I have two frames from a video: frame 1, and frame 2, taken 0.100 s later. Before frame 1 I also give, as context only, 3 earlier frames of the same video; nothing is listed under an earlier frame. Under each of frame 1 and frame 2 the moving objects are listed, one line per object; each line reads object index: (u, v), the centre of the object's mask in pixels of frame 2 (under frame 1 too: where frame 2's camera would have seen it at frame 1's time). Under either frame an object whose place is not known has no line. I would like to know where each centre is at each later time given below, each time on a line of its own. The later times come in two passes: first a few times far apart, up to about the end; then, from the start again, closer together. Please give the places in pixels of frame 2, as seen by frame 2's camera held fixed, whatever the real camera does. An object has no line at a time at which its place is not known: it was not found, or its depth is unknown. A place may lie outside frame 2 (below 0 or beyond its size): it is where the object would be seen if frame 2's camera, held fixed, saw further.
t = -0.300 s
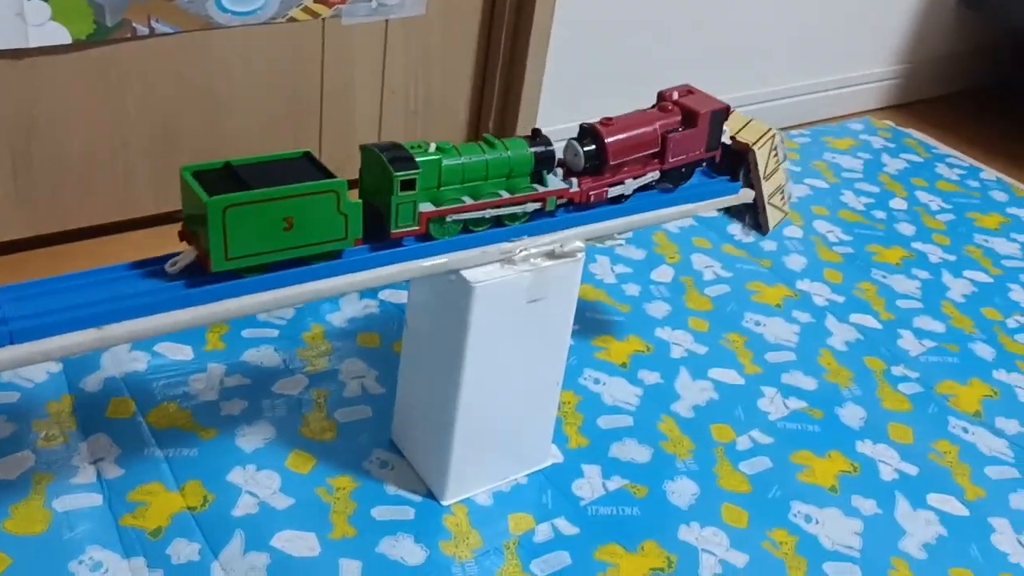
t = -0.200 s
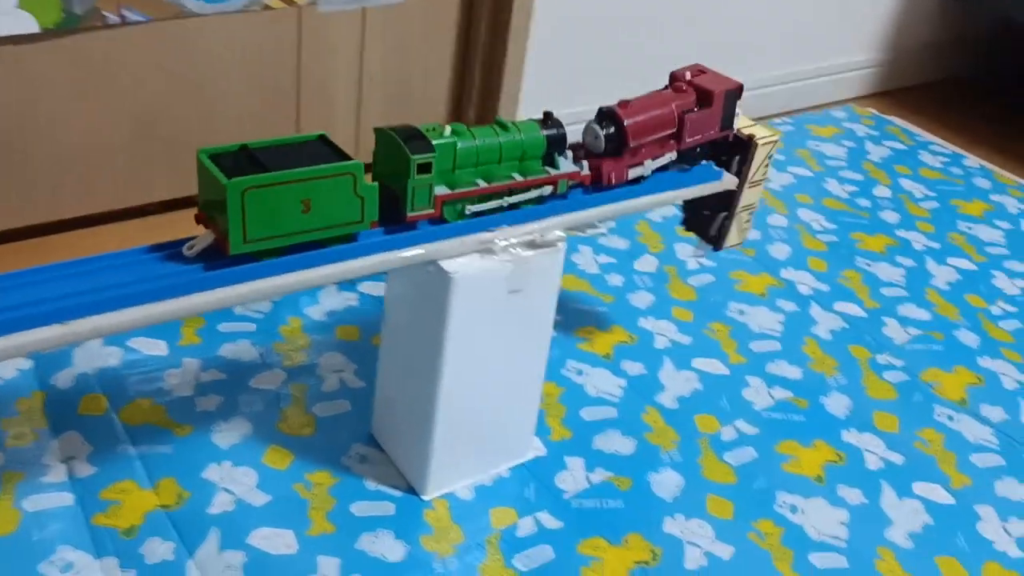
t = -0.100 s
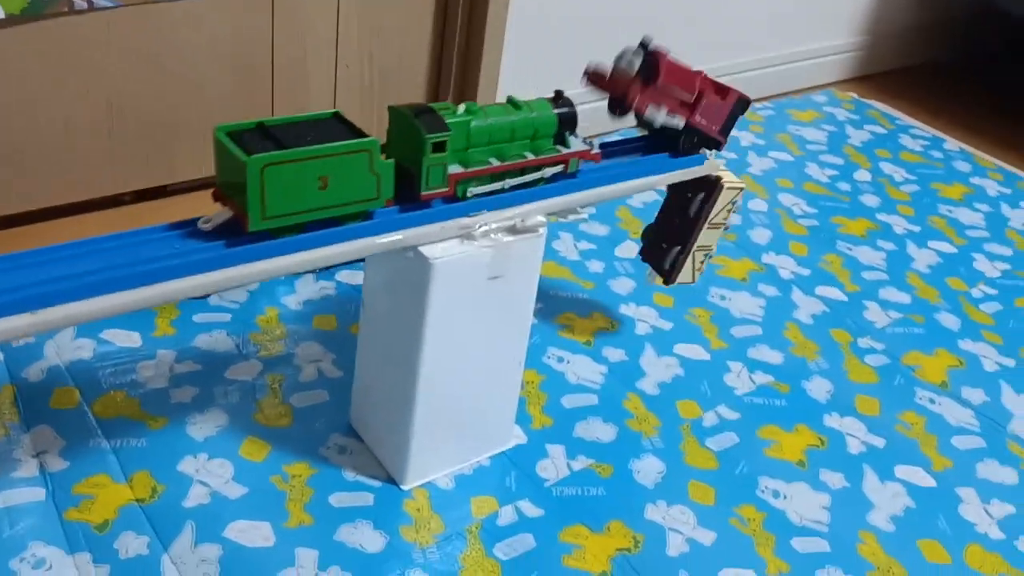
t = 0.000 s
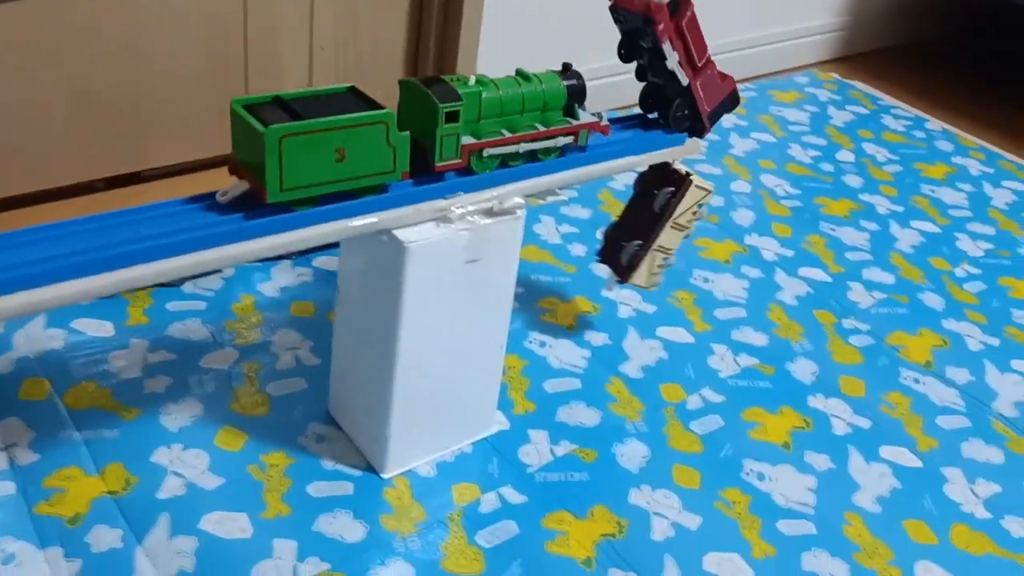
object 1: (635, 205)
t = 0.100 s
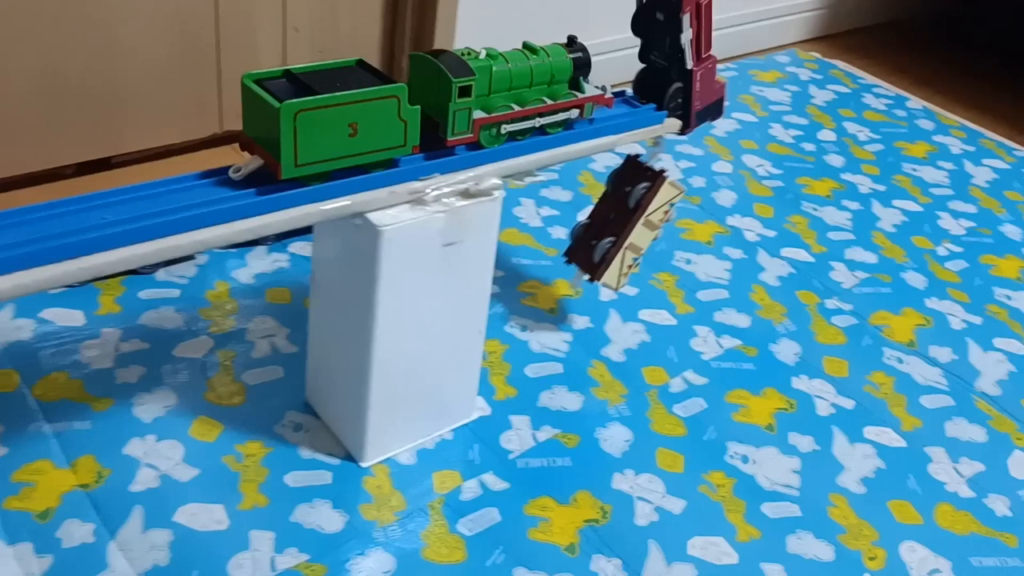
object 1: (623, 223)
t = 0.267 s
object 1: (620, 258)
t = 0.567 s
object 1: (570, 302)
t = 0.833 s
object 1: (567, 303)
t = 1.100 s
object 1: (598, 317)
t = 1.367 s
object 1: (600, 328)
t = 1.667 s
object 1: (600, 328)
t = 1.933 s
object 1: (601, 328)
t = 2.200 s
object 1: (600, 328)
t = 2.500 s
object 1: (600, 328)
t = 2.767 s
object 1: (600, 328)
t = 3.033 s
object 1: (600, 328)
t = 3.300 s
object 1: (600, 328)
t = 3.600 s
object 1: (600, 328)
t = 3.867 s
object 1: (600, 328)
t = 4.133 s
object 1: (600, 328)
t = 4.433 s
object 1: (600, 328)
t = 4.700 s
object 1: (600, 328)
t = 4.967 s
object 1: (600, 328)
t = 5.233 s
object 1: (600, 328)
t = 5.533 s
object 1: (600, 328)
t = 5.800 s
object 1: (600, 328)
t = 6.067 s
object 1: (600, 328)
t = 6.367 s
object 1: (600, 328)
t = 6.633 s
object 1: (600, 328)
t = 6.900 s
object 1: (600, 328)
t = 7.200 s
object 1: (600, 328)
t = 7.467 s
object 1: (600, 328)
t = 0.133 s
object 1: (622, 231)
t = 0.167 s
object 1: (623, 231)
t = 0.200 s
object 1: (624, 235)
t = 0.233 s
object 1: (622, 248)
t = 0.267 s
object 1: (620, 258)
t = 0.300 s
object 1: (619, 261)
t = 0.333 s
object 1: (615, 276)
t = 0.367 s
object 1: (607, 278)
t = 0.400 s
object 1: (589, 290)
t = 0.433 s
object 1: (577, 299)
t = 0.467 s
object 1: (573, 301)
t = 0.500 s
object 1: (571, 302)
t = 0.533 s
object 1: (570, 302)
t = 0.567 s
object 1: (570, 302)
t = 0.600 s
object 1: (569, 303)
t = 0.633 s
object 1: (569, 303)
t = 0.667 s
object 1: (569, 303)
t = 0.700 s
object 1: (568, 303)
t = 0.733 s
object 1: (567, 303)
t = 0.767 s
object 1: (567, 303)
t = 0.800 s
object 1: (567, 303)
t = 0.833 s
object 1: (567, 303)
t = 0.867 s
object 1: (564, 305)
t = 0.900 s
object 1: (563, 305)
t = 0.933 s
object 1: (563, 305)
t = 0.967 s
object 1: (566, 304)
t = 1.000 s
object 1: (573, 303)
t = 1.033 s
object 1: (581, 306)
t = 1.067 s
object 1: (592, 309)
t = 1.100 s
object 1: (598, 317)
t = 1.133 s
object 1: (599, 324)
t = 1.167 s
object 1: (601, 329)
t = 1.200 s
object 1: (601, 330)
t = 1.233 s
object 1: (601, 328)
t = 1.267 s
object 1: (601, 328)
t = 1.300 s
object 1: (600, 329)
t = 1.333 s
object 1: (601, 328)
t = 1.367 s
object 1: (600, 328)
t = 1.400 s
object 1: (600, 329)
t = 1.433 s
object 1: (600, 329)
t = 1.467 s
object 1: (600, 329)
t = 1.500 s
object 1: (600, 329)
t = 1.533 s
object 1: (601, 329)
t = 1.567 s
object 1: (601, 329)
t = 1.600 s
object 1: (601, 328)
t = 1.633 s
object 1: (601, 328)
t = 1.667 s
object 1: (600, 328)
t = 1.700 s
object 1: (601, 328)
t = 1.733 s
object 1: (601, 328)
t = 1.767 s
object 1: (601, 328)
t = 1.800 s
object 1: (601, 328)
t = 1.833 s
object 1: (600, 328)
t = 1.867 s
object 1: (601, 328)
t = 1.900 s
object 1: (601, 328)
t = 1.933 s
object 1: (601, 328)
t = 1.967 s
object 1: (601, 328)
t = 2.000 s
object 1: (600, 328)
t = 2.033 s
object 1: (600, 329)
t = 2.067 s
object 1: (601, 328)
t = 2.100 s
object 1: (601, 328)
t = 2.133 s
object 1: (601, 328)
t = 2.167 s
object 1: (600, 329)
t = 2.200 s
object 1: (600, 328)
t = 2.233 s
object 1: (600, 328)
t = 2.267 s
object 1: (600, 328)
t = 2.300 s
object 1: (600, 328)
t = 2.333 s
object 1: (600, 328)
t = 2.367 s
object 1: (600, 328)
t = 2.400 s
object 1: (600, 328)
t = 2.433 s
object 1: (600, 328)
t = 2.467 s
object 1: (600, 328)
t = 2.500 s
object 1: (600, 328)
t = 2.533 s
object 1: (600, 328)
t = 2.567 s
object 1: (600, 328)
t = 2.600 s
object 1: (600, 328)
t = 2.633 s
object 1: (600, 328)
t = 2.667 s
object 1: (600, 328)
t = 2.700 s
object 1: (600, 328)
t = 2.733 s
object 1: (600, 328)
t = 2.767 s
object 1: (600, 328)
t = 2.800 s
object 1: (600, 328)
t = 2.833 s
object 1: (600, 328)
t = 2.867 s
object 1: (600, 328)
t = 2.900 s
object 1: (600, 328)
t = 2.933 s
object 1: (600, 328)
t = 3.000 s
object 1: (600, 328)
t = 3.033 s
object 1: (600, 328)
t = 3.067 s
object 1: (600, 328)
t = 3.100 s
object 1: (600, 328)
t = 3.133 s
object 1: (600, 328)
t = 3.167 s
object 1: (600, 328)
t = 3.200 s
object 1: (600, 328)
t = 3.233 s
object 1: (600, 328)
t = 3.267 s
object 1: (600, 328)
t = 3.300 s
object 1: (600, 328)
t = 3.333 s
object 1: (600, 328)
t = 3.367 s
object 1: (600, 328)
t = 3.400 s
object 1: (600, 328)
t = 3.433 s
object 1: (600, 328)
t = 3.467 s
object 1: (600, 328)
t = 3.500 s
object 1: (600, 328)
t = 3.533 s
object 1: (600, 328)
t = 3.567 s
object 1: (600, 328)
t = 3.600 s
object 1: (600, 328)
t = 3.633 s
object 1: (600, 328)
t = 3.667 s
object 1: (600, 328)
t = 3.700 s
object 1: (600, 328)
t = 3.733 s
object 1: (600, 328)
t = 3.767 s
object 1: (600, 328)
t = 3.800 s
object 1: (600, 328)
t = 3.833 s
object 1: (600, 328)
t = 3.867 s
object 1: (600, 328)
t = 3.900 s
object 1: (600, 328)
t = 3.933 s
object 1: (600, 328)
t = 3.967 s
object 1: (600, 328)
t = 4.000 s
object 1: (600, 328)
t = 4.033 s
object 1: (600, 328)
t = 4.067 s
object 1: (600, 328)
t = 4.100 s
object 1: (600, 328)
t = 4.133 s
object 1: (600, 328)
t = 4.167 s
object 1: (600, 328)
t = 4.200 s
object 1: (600, 328)
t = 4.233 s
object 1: (600, 328)
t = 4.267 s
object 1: (600, 328)
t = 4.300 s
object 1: (600, 328)
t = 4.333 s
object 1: (600, 328)
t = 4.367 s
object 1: (600, 328)
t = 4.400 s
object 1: (600, 328)
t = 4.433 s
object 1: (600, 328)
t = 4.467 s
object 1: (600, 328)
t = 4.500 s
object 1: (600, 328)
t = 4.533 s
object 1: (600, 328)
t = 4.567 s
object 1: (600, 328)
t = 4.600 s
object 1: (600, 328)
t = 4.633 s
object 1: (600, 328)
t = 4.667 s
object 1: (600, 328)
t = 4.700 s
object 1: (600, 328)
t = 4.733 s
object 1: (600, 328)
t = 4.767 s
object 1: (600, 328)
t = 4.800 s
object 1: (600, 328)
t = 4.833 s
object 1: (600, 328)
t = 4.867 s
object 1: (600, 328)
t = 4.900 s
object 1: (600, 328)
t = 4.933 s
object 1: (600, 328)
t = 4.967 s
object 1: (600, 328)
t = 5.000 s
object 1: (600, 328)
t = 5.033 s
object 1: (600, 328)
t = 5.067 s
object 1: (600, 328)
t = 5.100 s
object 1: (600, 328)
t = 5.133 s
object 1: (600, 328)
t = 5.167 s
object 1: (600, 328)
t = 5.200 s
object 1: (600, 328)
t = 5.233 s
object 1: (600, 328)
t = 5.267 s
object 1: (601, 328)
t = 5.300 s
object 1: (601, 328)
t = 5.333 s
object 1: (600, 328)
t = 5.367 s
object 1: (600, 328)
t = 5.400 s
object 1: (600, 328)
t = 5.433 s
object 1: (600, 328)
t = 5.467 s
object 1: (600, 328)
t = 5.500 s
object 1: (600, 328)
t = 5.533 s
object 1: (600, 328)
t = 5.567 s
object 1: (600, 328)
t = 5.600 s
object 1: (600, 328)
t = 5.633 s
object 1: (600, 328)
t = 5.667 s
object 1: (600, 328)
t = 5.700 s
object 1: (600, 328)
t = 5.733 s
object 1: (600, 328)
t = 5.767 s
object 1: (600, 328)
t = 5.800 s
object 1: (600, 328)
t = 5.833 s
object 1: (600, 328)
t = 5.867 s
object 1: (600, 328)
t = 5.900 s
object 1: (600, 328)
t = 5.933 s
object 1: (600, 328)
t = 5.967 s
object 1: (600, 328)
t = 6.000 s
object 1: (599, 328)
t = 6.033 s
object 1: (600, 328)
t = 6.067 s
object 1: (600, 328)
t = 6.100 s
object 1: (600, 328)
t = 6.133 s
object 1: (599, 328)
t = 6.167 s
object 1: (599, 328)
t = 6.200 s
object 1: (599, 328)
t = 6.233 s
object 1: (600, 328)
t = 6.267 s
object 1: (600, 328)
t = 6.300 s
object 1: (600, 328)
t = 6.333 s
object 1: (600, 328)
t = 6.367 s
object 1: (600, 328)
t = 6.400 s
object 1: (600, 328)
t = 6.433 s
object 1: (600, 328)
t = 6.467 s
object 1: (599, 328)
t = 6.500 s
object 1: (599, 328)
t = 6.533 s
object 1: (600, 328)
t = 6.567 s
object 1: (600, 328)
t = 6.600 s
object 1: (599, 328)
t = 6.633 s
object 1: (600, 328)
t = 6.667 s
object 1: (600, 328)
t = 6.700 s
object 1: (600, 328)
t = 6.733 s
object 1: (600, 328)
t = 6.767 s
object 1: (600, 328)
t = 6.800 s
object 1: (600, 328)
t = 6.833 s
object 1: (600, 328)
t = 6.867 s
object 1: (600, 328)
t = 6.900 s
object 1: (600, 328)
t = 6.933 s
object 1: (600, 328)
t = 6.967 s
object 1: (600, 328)
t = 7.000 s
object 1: (599, 328)
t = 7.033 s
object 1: (599, 328)
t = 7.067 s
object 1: (599, 328)
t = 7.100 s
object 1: (599, 328)
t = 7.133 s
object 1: (600, 328)
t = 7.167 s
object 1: (600, 328)
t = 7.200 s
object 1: (600, 328)
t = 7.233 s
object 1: (600, 328)
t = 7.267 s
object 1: (600, 328)
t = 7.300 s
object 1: (600, 328)
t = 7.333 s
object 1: (600, 328)
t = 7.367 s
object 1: (600, 328)
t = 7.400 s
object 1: (600, 328)
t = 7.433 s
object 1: (600, 328)
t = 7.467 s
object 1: (600, 328)
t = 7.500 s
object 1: (600, 328)
